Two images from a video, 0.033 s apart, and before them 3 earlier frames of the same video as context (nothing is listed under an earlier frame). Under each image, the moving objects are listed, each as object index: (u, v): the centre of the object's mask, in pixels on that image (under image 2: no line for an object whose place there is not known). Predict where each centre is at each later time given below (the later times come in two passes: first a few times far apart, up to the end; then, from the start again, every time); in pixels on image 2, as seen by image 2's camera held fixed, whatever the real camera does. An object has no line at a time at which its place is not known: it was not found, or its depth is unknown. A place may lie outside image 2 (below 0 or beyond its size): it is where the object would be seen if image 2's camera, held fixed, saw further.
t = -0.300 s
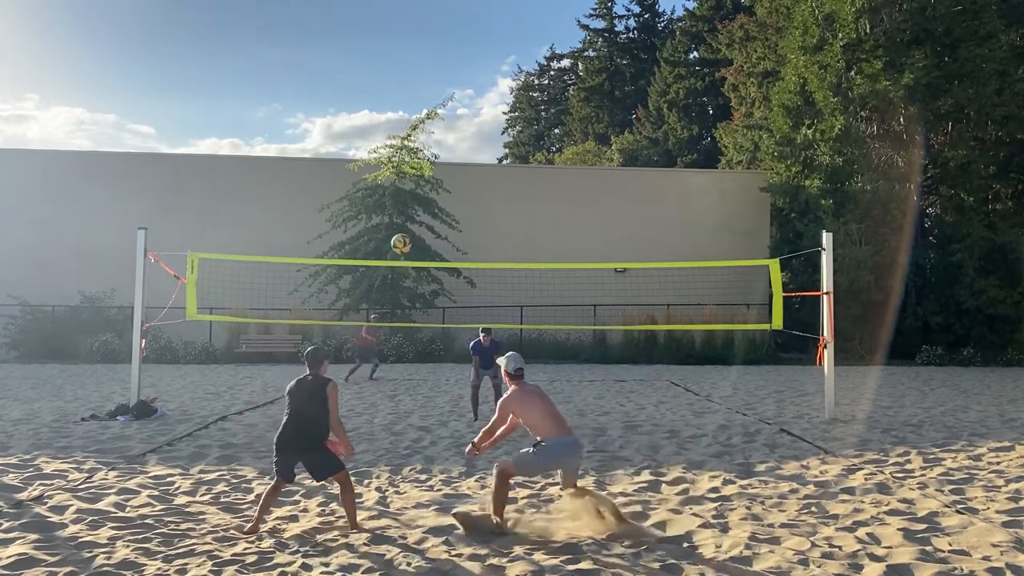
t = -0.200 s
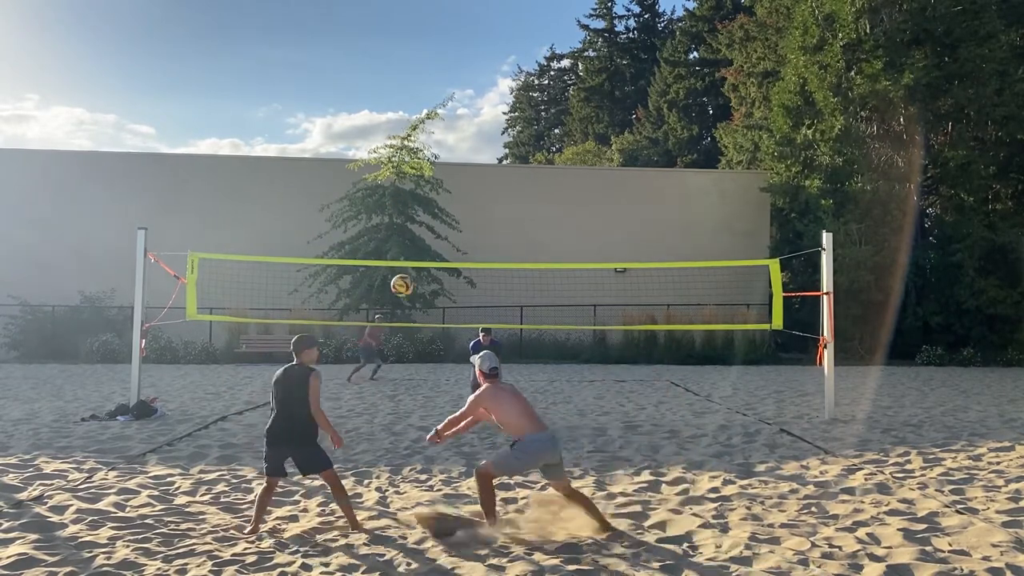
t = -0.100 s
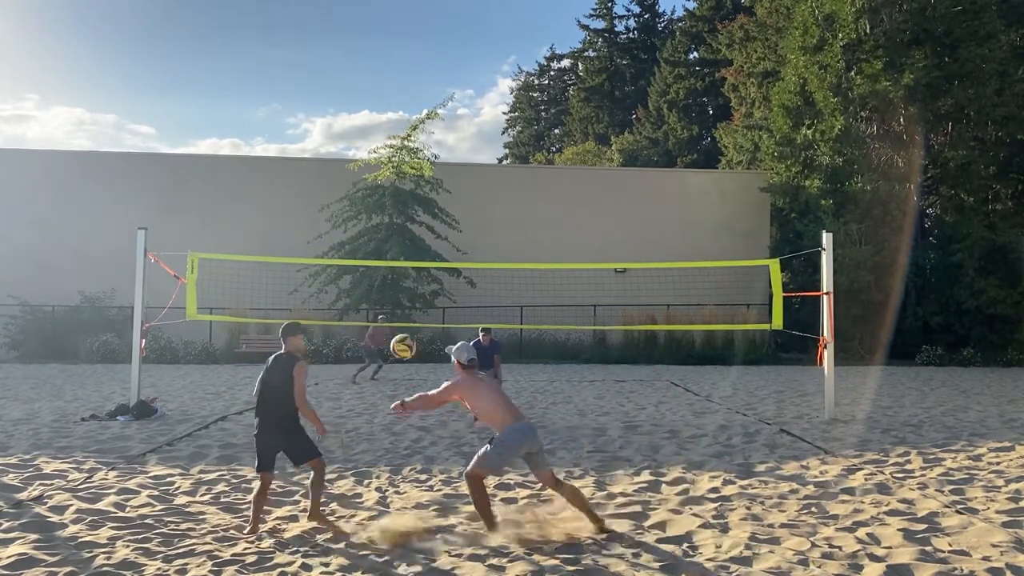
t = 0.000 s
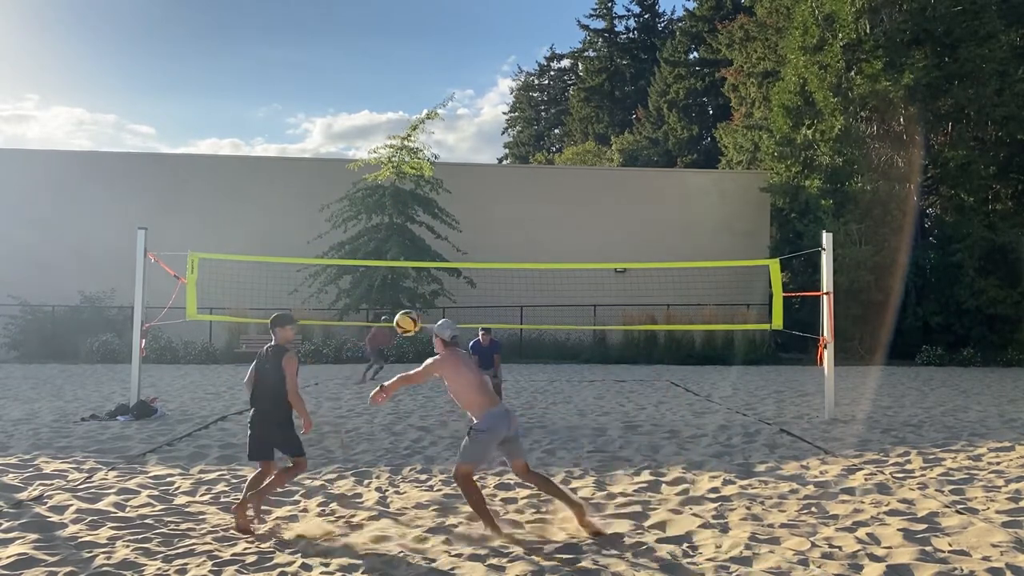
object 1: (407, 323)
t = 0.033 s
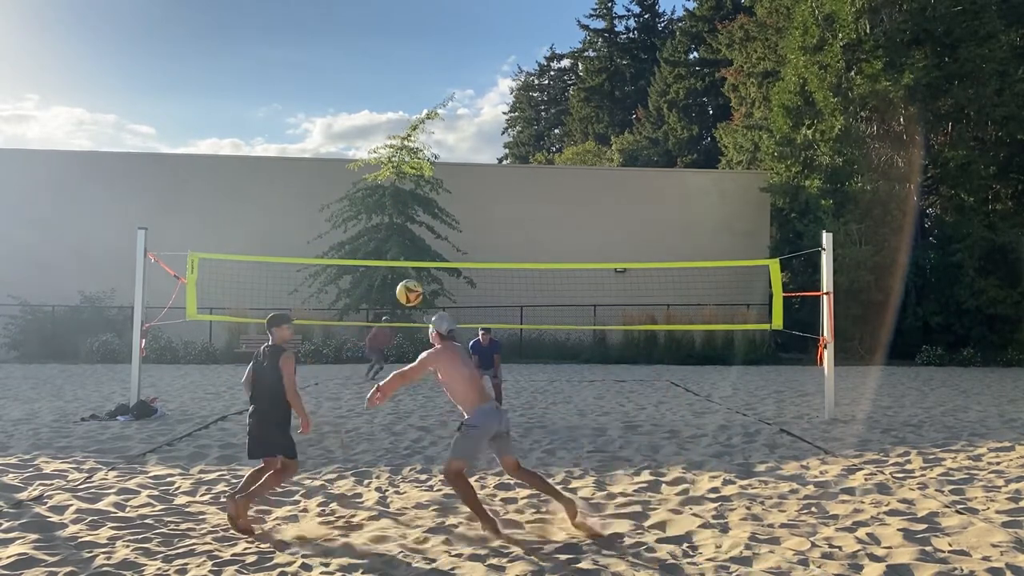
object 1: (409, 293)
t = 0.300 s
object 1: (427, 110)
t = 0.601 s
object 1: (446, 20)
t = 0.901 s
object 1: (463, 32)
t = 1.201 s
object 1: (476, 136)
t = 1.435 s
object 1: (480, 270)
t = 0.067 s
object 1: (411, 264)
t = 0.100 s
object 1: (414, 237)
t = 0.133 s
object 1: (416, 212)
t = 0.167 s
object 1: (417, 189)
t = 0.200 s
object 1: (421, 167)
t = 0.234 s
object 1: (422, 146)
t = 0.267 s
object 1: (424, 127)
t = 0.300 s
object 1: (427, 110)
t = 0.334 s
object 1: (429, 95)
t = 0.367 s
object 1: (431, 80)
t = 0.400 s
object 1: (433, 68)
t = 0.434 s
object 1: (435, 56)
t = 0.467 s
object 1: (438, 46)
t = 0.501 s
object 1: (440, 38)
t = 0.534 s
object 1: (442, 30)
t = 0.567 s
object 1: (444, 24)
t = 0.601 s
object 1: (446, 20)
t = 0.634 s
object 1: (448, 17)
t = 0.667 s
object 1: (450, 14)
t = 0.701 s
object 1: (452, 13)
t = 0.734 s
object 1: (454, 13)
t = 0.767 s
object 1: (456, 15)
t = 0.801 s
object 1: (458, 17)
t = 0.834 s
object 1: (459, 21)
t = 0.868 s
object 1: (461, 26)
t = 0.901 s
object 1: (463, 32)
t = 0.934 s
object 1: (465, 40)
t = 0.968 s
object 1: (466, 48)
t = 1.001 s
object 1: (468, 58)
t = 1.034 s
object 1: (469, 68)
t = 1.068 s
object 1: (471, 79)
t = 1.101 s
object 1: (472, 92)
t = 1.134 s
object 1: (473, 105)
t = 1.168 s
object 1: (475, 120)
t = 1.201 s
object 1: (476, 136)
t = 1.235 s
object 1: (477, 152)
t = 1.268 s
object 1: (477, 169)
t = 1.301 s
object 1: (477, 187)
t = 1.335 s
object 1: (479, 207)
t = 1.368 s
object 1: (480, 227)
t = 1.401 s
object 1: (479, 247)
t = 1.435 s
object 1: (480, 270)
